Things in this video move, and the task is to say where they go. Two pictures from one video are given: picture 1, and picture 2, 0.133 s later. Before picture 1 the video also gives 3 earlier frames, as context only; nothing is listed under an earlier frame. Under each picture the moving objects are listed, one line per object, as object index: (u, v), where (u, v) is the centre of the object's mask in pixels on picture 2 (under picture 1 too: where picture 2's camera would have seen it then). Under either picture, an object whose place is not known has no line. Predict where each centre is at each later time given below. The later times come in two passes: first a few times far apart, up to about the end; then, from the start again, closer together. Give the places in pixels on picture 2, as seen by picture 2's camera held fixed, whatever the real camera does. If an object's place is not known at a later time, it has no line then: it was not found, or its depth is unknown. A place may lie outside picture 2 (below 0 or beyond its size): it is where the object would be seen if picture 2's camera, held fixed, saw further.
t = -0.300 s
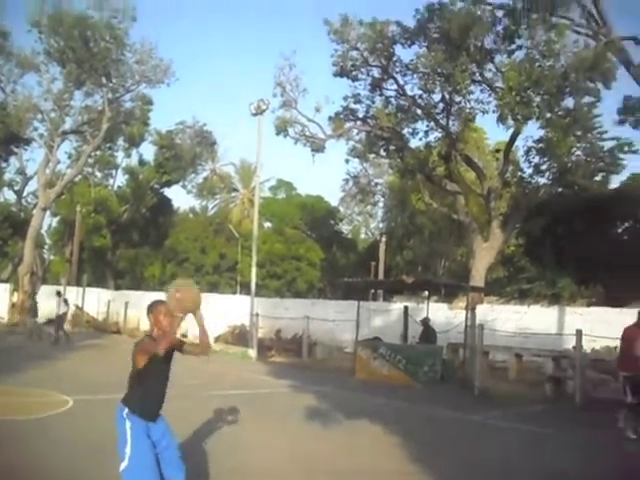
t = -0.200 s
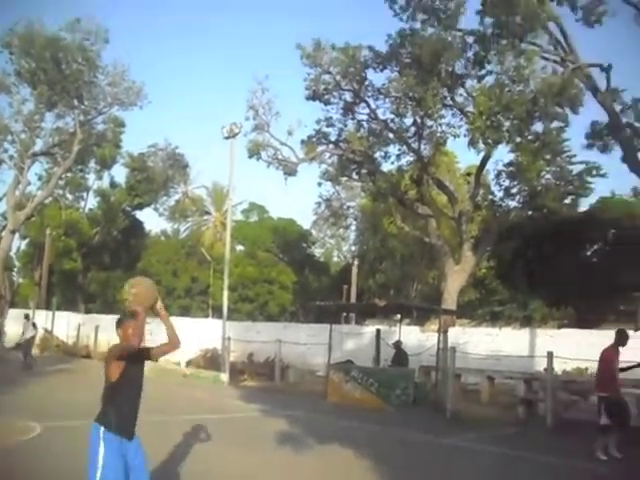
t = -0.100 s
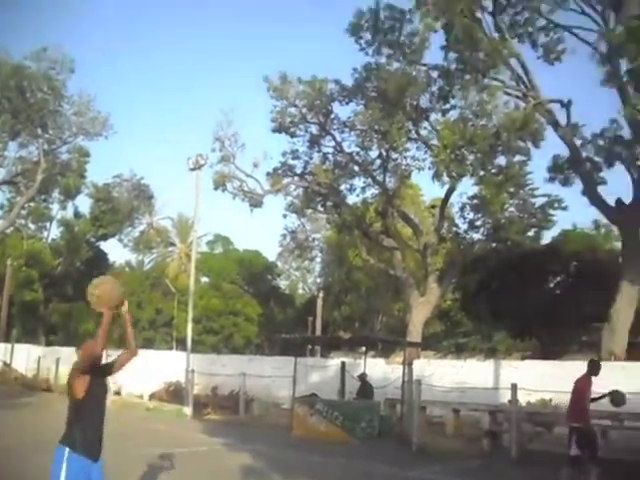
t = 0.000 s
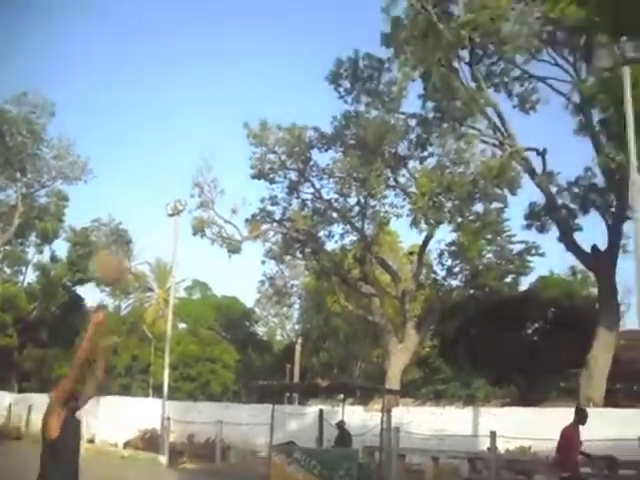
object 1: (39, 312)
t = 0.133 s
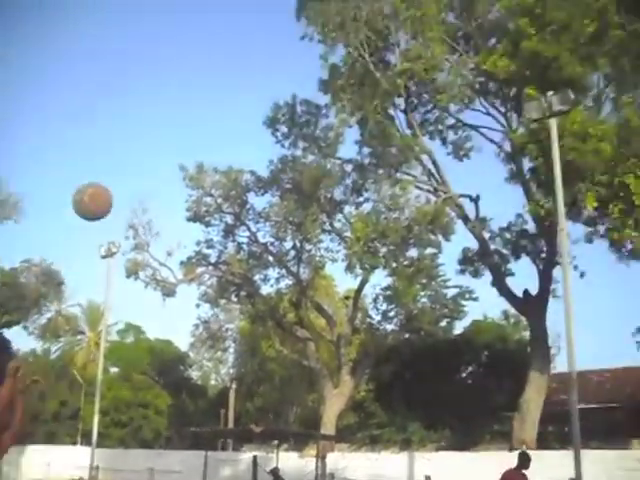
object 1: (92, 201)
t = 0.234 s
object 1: (136, 129)
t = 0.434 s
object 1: (235, 15)
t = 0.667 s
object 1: (376, -61)
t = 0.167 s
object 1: (107, 176)
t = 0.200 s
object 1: (121, 152)
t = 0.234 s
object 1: (136, 129)
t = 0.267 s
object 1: (152, 108)
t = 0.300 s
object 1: (167, 86)
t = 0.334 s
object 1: (184, 65)
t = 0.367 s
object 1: (201, 47)
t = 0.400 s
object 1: (217, 31)
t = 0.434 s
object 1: (235, 15)
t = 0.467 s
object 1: (252, 2)
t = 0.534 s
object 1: (288, -24)
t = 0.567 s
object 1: (309, -34)
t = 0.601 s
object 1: (330, -44)
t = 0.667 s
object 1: (376, -61)
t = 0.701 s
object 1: (401, -68)
